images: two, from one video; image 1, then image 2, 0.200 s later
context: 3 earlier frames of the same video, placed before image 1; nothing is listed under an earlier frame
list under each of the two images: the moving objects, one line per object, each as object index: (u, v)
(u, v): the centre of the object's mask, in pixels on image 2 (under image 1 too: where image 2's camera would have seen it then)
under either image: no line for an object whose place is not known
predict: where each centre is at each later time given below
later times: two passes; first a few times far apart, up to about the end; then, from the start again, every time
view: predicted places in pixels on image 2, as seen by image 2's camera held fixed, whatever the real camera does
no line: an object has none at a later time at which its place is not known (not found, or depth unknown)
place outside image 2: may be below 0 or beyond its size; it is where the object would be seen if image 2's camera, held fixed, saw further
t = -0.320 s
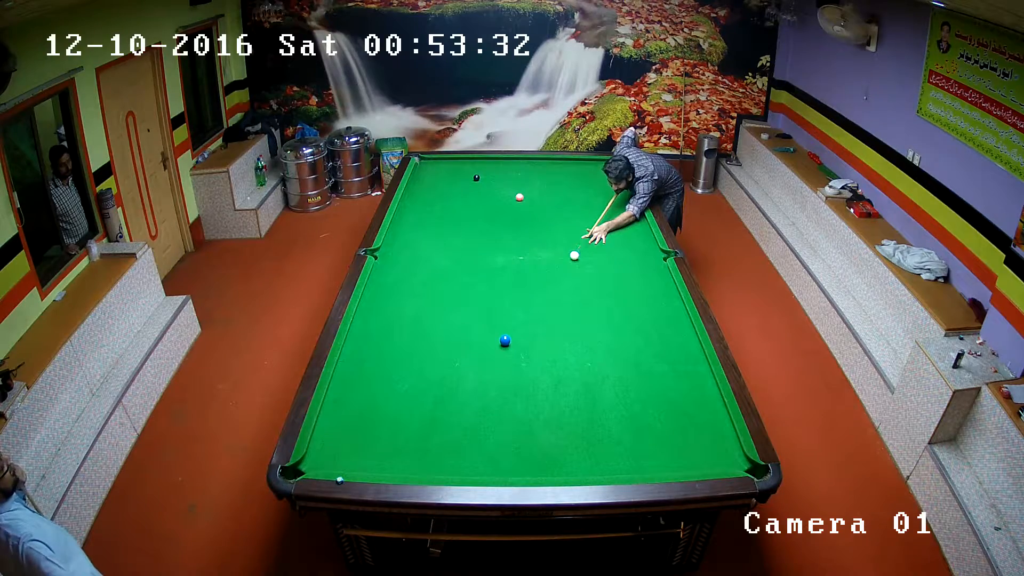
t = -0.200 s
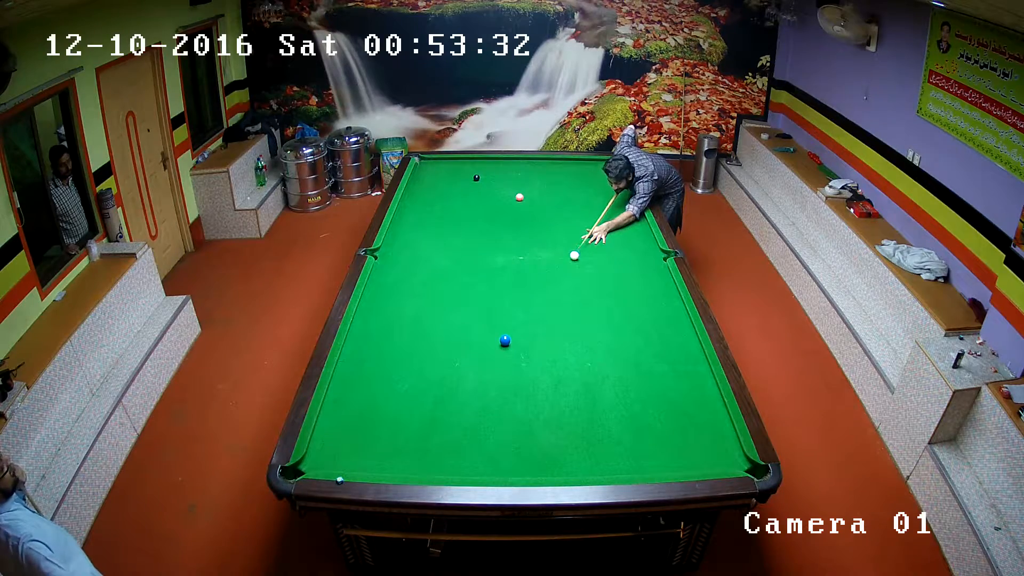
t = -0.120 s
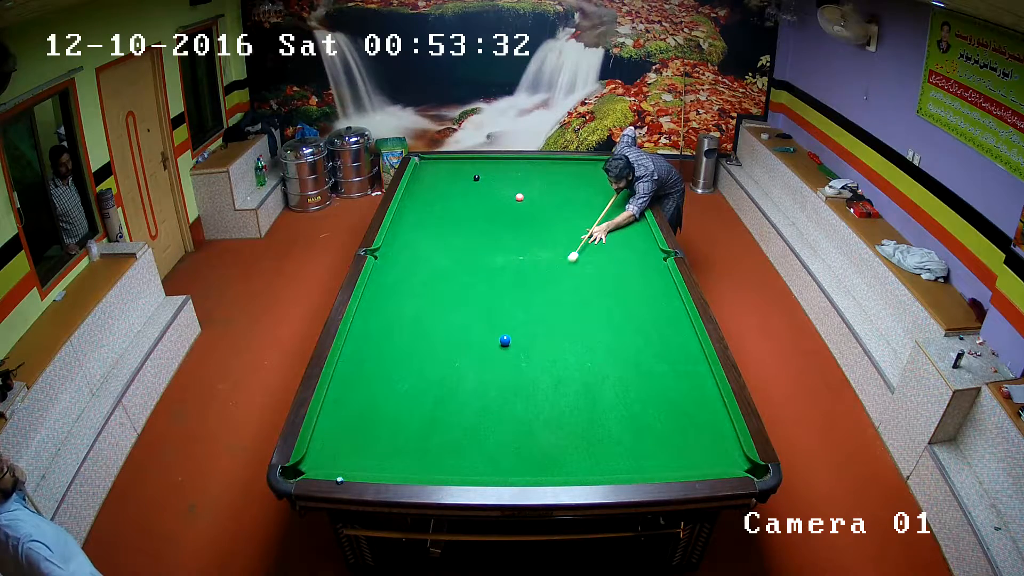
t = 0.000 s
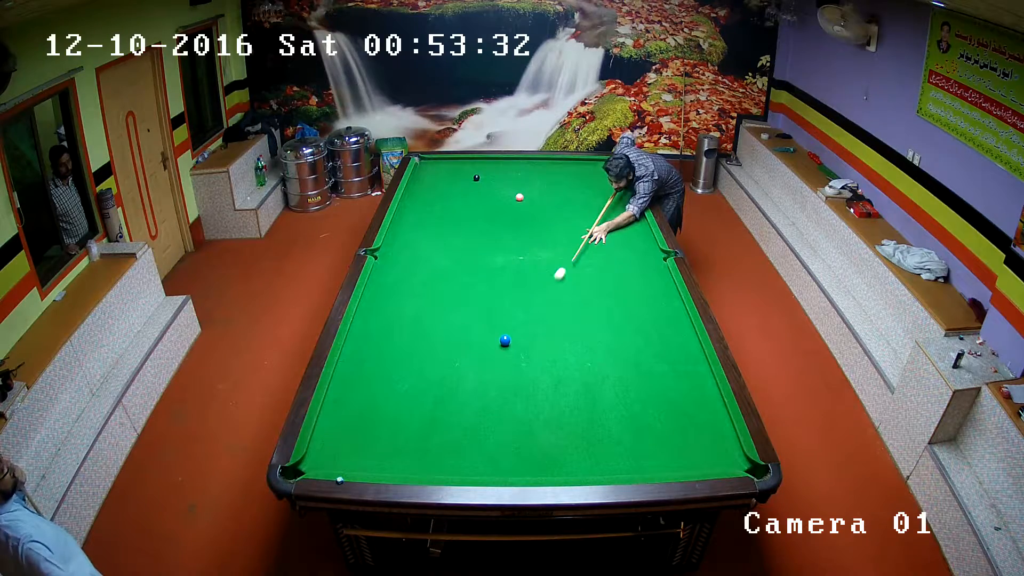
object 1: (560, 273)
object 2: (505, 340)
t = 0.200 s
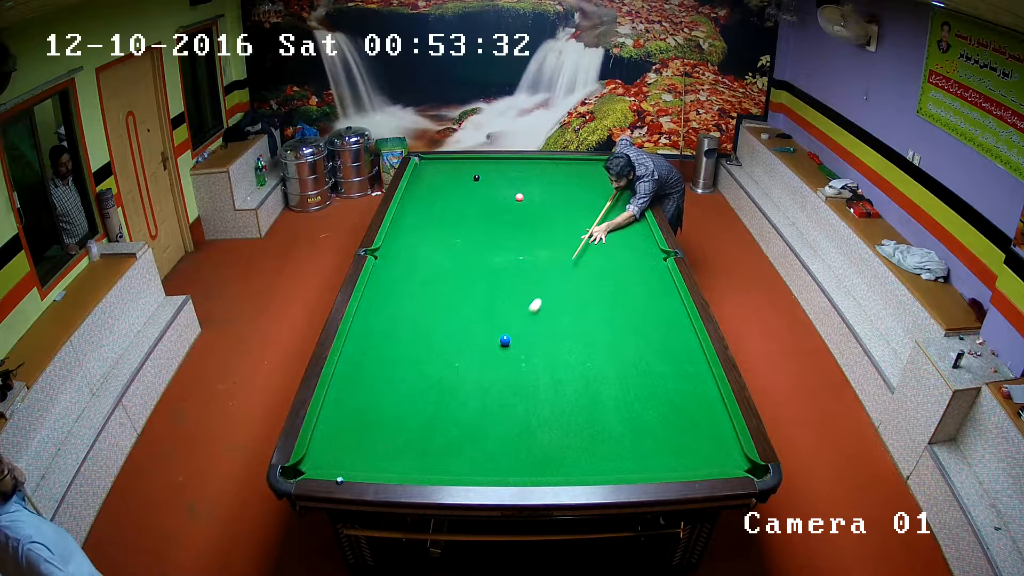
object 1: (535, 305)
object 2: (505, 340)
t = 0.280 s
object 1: (524, 320)
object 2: (505, 341)
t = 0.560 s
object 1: (520, 350)
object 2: (466, 366)
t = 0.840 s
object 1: (526, 374)
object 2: (417, 398)
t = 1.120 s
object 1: (532, 399)
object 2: (365, 431)
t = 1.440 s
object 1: (538, 429)
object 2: (303, 468)
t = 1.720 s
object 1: (544, 455)
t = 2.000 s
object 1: (548, 470)
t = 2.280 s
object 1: (549, 453)
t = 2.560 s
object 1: (550, 438)
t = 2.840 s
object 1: (551, 426)
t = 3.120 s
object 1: (552, 415)
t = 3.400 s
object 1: (552, 406)
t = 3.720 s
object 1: (552, 399)
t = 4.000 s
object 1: (552, 394)
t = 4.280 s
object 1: (552, 391)
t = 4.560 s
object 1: (552, 389)
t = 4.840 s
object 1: (551, 389)
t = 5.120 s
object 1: (551, 389)
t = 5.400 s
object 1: (551, 389)
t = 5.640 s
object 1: (551, 389)
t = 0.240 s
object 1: (530, 312)
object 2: (505, 341)
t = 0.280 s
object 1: (524, 320)
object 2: (505, 341)
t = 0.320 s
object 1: (519, 327)
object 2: (505, 341)
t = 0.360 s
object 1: (514, 334)
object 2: (504, 341)
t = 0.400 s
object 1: (515, 338)
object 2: (496, 346)
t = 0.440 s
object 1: (517, 340)
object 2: (488, 351)
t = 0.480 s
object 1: (518, 343)
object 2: (480, 357)
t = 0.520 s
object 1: (519, 346)
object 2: (473, 362)
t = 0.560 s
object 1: (520, 350)
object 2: (466, 366)
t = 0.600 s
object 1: (521, 353)
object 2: (459, 370)
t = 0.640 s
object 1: (522, 357)
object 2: (452, 375)
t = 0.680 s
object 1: (523, 360)
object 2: (445, 379)
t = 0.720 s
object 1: (523, 363)
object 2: (438, 384)
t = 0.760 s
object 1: (524, 367)
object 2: (431, 389)
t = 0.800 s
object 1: (525, 370)
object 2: (424, 393)
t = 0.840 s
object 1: (526, 374)
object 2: (417, 398)
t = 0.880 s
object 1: (527, 377)
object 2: (410, 402)
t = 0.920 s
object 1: (528, 381)
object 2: (402, 407)
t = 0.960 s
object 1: (528, 385)
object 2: (395, 411)
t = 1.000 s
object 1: (529, 388)
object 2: (388, 416)
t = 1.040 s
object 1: (530, 392)
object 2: (380, 422)
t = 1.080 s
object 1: (531, 395)
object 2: (373, 426)
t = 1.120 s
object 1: (532, 399)
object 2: (365, 431)
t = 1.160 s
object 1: (532, 403)
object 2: (358, 436)
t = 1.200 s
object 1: (533, 406)
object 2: (350, 440)
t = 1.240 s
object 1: (534, 410)
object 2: (343, 444)
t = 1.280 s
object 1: (535, 414)
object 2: (335, 450)
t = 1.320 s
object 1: (536, 418)
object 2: (327, 455)
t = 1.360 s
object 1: (537, 421)
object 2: (319, 459)
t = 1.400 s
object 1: (537, 425)
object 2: (312, 464)
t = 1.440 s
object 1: (538, 429)
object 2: (303, 468)
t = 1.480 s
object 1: (539, 433)
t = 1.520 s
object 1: (540, 436)
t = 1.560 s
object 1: (540, 440)
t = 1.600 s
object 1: (541, 444)
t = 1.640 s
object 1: (542, 448)
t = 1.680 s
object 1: (543, 451)
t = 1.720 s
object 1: (544, 455)
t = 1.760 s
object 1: (544, 459)
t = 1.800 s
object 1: (545, 463)
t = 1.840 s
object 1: (546, 467)
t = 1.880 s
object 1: (546, 470)
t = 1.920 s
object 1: (547, 472)
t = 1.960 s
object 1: (548, 472)
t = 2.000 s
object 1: (548, 470)
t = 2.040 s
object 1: (548, 468)
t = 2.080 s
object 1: (548, 466)
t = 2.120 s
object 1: (548, 463)
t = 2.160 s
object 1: (548, 460)
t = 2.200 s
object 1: (549, 458)
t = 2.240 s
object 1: (549, 456)
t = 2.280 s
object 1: (549, 453)
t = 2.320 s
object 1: (549, 451)
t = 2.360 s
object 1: (549, 449)
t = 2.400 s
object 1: (550, 447)
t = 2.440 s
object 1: (550, 445)
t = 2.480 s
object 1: (550, 442)
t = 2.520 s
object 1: (550, 440)
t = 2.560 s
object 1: (550, 438)
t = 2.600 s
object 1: (550, 436)
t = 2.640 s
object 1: (551, 435)
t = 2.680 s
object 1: (551, 433)
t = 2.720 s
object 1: (551, 431)
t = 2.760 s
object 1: (551, 429)
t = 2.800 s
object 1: (551, 427)
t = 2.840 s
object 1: (551, 426)
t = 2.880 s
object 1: (551, 424)
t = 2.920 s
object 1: (551, 422)
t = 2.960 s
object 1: (551, 421)
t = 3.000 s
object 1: (551, 419)
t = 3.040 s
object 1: (552, 418)
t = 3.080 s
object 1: (552, 417)
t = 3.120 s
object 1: (552, 415)
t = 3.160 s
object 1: (552, 414)
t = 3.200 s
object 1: (552, 413)
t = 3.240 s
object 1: (552, 411)
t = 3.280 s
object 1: (552, 410)
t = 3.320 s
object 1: (552, 409)
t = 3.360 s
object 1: (552, 408)
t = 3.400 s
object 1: (552, 406)
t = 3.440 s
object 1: (552, 405)
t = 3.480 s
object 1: (552, 404)
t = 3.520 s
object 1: (552, 403)
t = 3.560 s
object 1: (552, 402)
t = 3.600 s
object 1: (552, 402)
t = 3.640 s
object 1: (552, 401)
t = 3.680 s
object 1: (552, 400)
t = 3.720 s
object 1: (552, 399)
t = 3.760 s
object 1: (552, 398)
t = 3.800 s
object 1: (552, 397)
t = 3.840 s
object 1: (552, 397)
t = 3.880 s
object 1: (552, 396)
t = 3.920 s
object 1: (552, 395)
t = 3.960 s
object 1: (552, 395)
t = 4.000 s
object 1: (552, 394)
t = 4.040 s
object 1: (552, 393)
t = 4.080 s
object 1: (552, 393)
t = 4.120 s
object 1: (552, 392)
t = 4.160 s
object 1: (552, 392)
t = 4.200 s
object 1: (552, 391)
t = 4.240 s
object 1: (552, 391)
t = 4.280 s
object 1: (552, 391)
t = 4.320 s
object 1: (552, 390)
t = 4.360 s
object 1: (552, 390)
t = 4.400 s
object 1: (552, 390)
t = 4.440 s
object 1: (552, 390)
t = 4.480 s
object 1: (552, 390)
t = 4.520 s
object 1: (552, 389)
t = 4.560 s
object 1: (552, 389)
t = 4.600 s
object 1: (551, 389)
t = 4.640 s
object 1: (552, 389)
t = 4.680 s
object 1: (552, 389)
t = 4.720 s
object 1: (551, 389)
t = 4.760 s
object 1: (551, 389)
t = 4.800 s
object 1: (551, 389)
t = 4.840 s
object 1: (551, 389)
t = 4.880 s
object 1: (551, 389)
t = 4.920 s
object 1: (551, 389)
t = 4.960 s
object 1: (551, 389)
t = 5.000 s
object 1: (551, 389)
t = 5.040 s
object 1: (551, 389)
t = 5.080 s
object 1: (551, 389)
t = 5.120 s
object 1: (551, 389)
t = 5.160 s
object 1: (551, 389)
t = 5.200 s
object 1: (551, 389)
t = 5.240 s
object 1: (551, 389)
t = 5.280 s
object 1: (551, 389)
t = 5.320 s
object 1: (551, 389)
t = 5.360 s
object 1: (551, 389)
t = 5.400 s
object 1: (551, 389)
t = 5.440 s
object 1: (551, 389)
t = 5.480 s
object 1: (551, 389)
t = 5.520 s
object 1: (551, 389)
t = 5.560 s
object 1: (551, 389)
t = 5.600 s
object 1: (551, 389)
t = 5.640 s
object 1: (551, 389)
